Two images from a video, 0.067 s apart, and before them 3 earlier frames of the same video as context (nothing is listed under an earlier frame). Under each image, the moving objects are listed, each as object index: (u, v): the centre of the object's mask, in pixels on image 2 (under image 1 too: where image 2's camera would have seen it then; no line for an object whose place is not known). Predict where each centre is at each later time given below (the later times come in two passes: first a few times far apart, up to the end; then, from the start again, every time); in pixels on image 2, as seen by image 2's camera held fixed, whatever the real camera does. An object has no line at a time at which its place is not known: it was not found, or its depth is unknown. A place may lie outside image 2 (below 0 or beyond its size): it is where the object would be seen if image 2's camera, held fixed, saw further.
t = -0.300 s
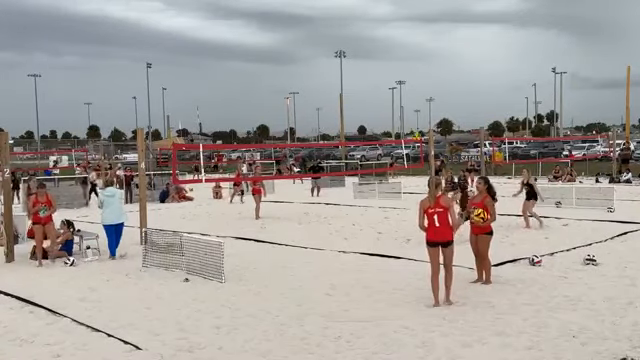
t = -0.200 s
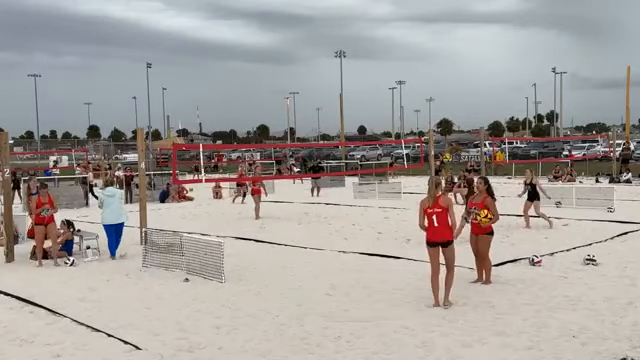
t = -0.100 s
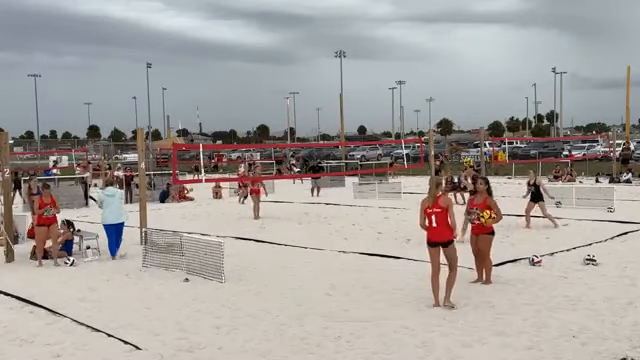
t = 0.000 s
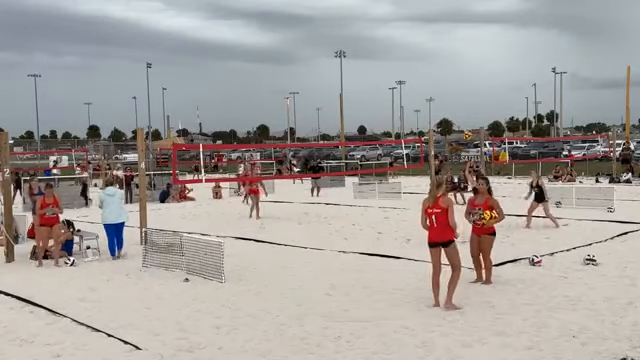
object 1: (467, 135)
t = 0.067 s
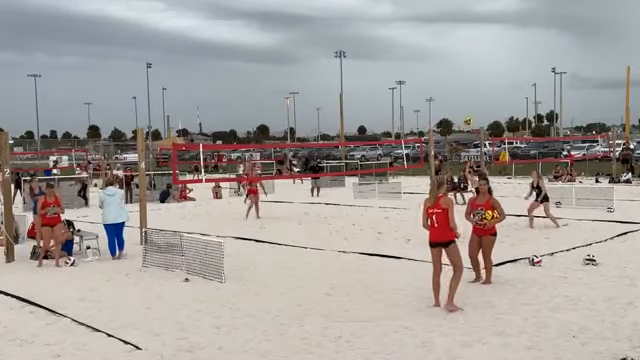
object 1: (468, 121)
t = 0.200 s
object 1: (468, 98)
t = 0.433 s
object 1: (473, 78)
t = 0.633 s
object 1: (479, 77)
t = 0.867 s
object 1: (486, 94)
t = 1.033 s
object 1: (491, 116)
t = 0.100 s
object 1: (467, 115)
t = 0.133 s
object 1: (468, 108)
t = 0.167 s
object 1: (468, 103)
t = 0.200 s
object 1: (468, 98)
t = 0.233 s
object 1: (469, 94)
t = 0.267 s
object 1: (469, 91)
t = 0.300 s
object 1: (470, 86)
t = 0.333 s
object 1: (471, 84)
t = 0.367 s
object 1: (472, 81)
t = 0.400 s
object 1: (472, 78)
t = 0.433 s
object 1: (473, 78)
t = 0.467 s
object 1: (474, 76)
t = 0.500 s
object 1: (475, 75)
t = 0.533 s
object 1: (476, 75)
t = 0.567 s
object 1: (476, 75)
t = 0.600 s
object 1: (478, 76)
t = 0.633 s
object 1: (479, 77)
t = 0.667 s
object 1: (480, 78)
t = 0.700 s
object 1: (481, 80)
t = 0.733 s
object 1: (482, 81)
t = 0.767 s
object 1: (483, 84)
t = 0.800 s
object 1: (483, 87)
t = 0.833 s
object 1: (485, 91)
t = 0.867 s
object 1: (486, 94)
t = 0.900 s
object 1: (487, 98)
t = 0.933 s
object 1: (489, 103)
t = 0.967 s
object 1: (490, 107)
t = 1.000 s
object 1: (491, 111)
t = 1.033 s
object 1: (491, 116)
